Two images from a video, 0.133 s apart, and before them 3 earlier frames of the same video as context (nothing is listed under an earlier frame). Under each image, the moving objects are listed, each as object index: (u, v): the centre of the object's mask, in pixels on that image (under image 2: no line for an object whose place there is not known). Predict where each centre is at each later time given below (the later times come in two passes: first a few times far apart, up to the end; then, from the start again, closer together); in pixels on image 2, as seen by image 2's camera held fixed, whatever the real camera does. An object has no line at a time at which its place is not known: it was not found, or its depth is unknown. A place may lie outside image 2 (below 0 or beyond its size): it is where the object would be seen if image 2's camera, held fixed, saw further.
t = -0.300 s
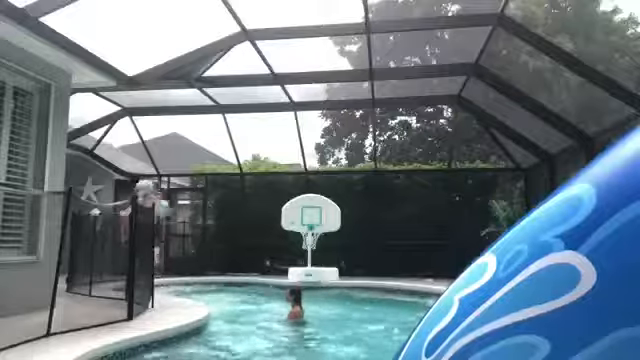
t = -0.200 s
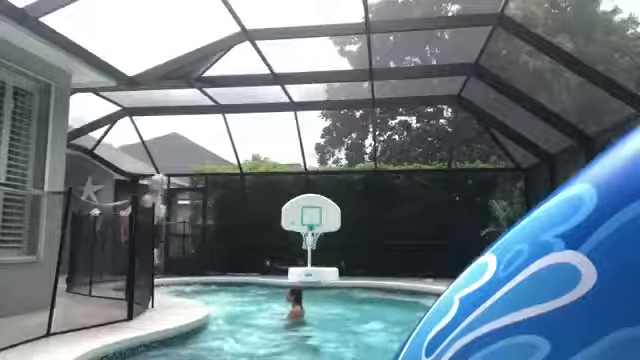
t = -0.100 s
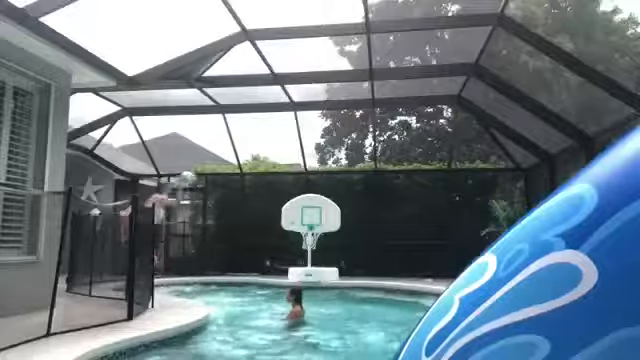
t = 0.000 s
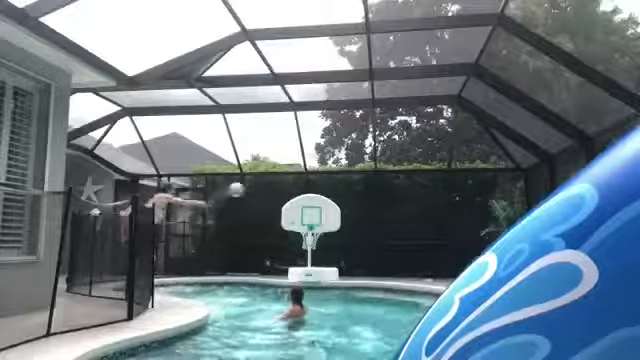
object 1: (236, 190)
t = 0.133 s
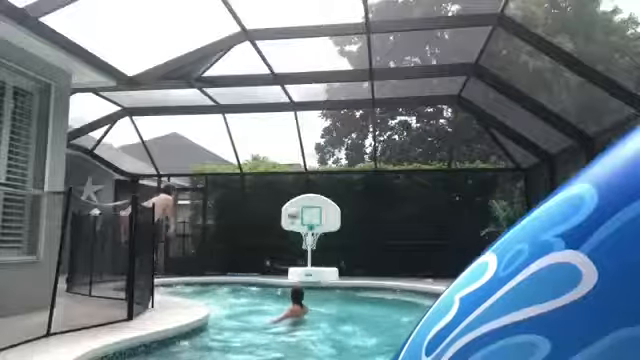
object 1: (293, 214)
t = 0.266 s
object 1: (310, 237)
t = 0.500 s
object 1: (302, 247)
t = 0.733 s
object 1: (291, 288)
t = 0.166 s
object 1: (308, 220)
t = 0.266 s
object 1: (310, 237)
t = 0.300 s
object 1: (309, 236)
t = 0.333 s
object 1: (310, 235)
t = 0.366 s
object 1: (310, 235)
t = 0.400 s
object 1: (305, 239)
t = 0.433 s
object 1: (305, 241)
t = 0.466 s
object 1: (303, 244)
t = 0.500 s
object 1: (302, 247)
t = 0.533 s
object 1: (300, 252)
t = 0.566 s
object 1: (299, 257)
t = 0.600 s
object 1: (298, 261)
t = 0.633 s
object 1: (296, 268)
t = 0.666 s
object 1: (296, 276)
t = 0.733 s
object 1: (291, 288)
